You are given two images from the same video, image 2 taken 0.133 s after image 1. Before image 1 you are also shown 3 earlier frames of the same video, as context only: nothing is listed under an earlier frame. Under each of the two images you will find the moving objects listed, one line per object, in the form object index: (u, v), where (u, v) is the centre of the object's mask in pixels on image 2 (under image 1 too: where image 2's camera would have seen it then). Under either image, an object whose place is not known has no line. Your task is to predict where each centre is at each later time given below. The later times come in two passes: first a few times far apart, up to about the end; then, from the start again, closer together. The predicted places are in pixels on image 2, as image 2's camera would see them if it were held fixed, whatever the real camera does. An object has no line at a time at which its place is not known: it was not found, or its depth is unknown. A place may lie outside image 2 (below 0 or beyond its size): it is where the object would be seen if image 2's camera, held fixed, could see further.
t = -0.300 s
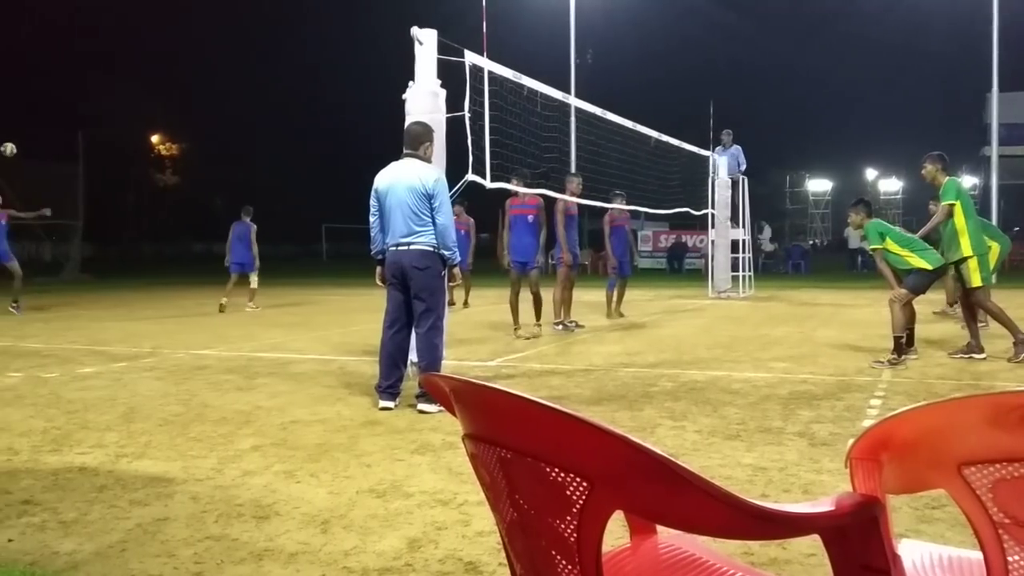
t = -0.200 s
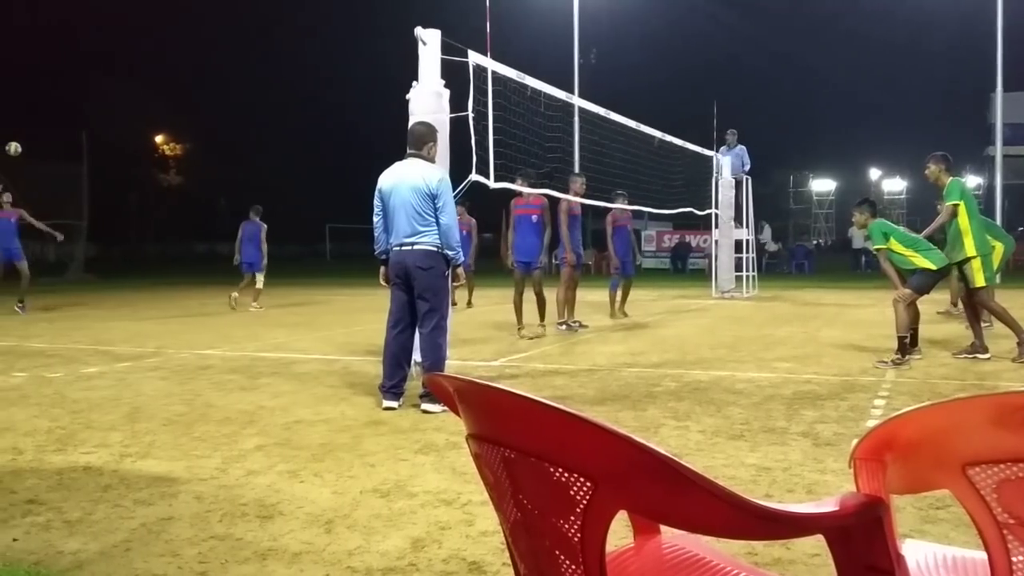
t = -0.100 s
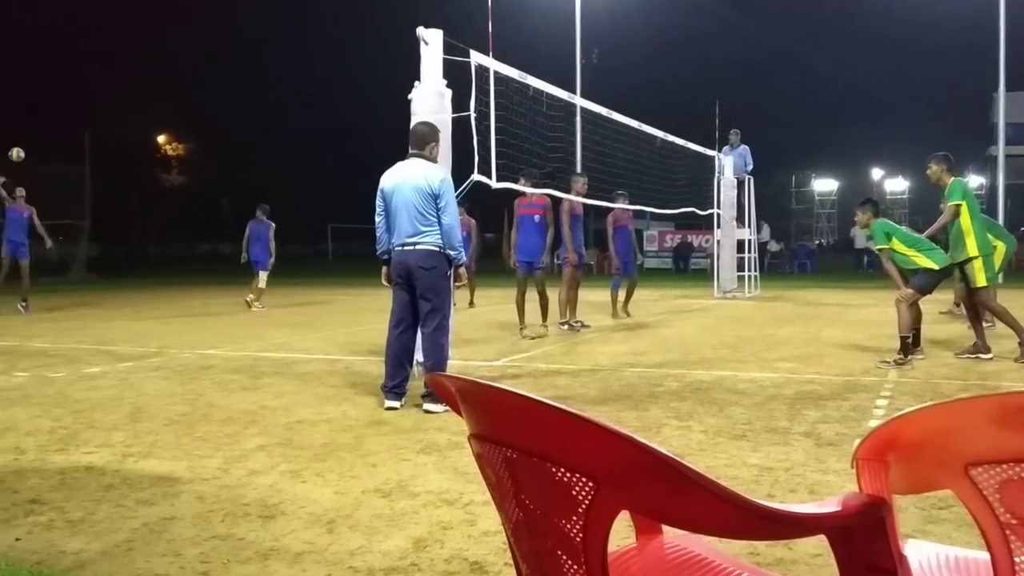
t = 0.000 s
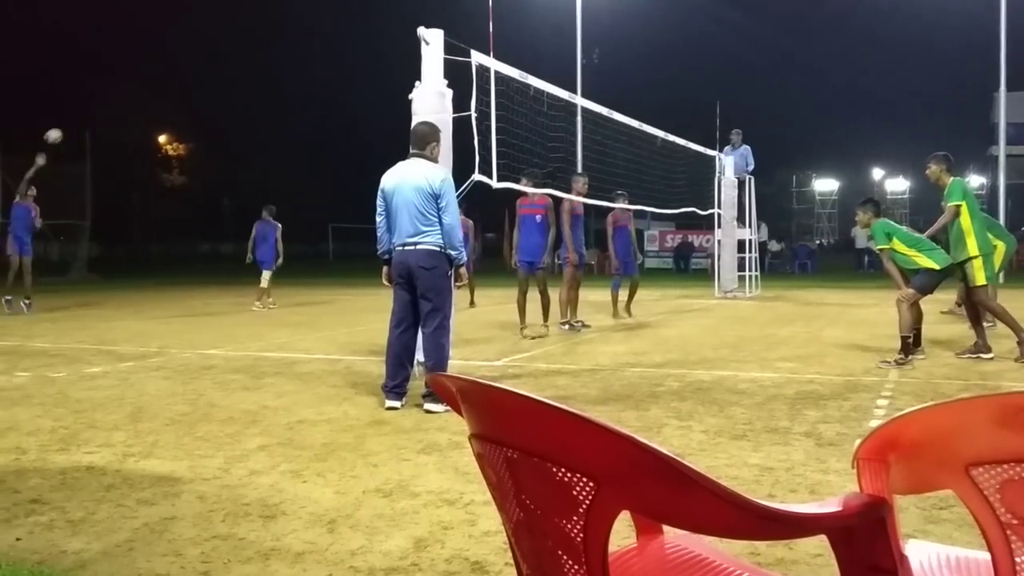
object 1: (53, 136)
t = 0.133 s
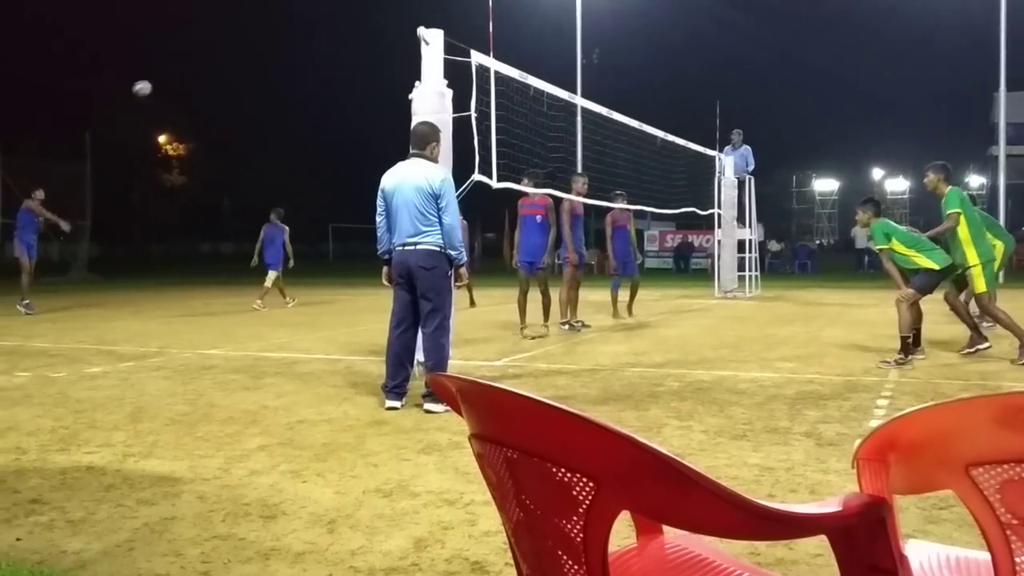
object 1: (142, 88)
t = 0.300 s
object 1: (263, 39)
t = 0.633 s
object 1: (546, 0)
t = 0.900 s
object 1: (820, 43)
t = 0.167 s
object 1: (165, 77)
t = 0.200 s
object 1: (189, 67)
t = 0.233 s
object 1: (213, 57)
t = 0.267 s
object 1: (238, 48)
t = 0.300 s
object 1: (263, 39)
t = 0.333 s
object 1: (288, 32)
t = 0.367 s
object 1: (315, 25)
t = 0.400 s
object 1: (342, 19)
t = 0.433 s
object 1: (369, 13)
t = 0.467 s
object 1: (397, 9)
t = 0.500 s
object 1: (426, 6)
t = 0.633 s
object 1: (546, 0)
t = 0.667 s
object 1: (578, 2)
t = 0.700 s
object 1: (609, 4)
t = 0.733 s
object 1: (642, 8)
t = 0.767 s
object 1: (676, 12)
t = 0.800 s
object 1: (710, 18)
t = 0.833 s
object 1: (746, 25)
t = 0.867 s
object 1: (782, 33)
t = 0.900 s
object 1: (820, 43)
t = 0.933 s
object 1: (858, 54)
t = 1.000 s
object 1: (936, 81)
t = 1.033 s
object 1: (977, 96)
